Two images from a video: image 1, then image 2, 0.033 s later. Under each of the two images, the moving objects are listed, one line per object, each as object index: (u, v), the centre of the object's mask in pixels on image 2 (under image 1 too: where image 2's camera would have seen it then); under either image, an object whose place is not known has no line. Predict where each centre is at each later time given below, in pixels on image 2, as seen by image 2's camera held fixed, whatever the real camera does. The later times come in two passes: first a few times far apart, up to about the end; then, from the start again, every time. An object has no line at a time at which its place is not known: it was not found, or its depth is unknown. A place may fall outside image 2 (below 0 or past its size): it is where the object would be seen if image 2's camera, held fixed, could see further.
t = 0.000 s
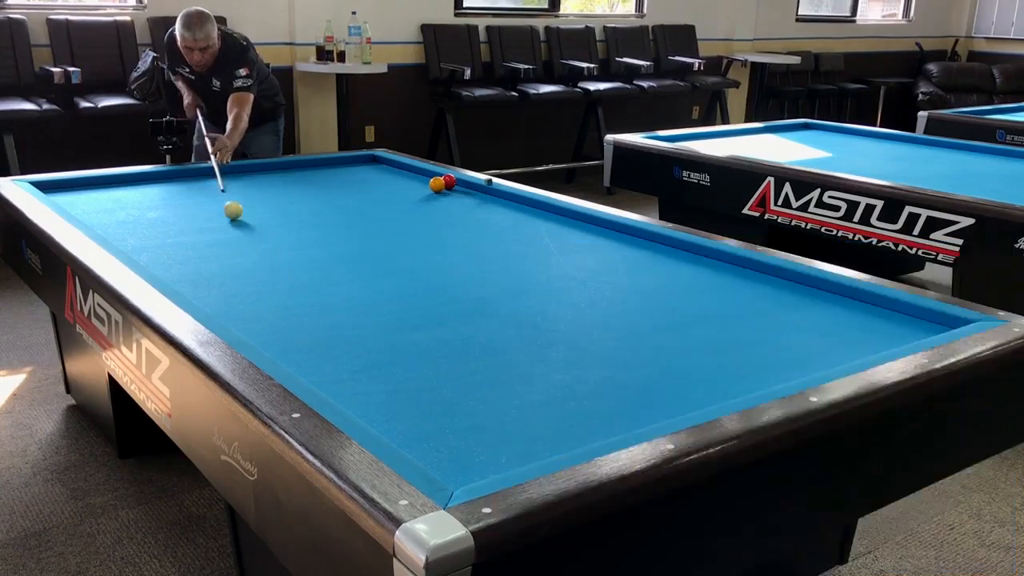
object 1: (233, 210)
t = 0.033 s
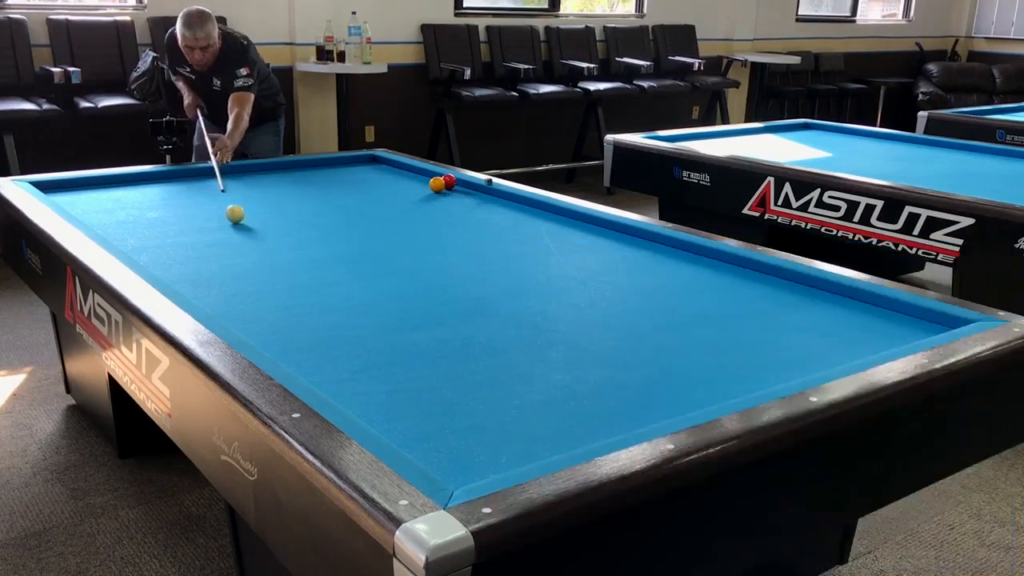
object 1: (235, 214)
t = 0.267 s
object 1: (253, 241)
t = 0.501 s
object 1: (274, 275)
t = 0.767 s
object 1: (308, 326)
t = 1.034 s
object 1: (355, 397)
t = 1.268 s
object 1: (483, 467)
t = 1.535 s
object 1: (471, 389)
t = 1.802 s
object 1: (473, 341)
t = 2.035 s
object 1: (476, 308)
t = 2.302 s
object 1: (478, 279)
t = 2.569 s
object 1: (480, 254)
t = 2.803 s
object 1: (482, 236)
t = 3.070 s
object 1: (483, 219)
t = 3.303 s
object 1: (484, 205)
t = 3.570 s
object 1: (485, 192)
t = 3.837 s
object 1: (453, 185)
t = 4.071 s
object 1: (447, 184)
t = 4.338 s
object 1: (440, 183)
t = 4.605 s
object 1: (433, 183)
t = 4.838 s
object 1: (428, 183)
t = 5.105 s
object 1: (423, 182)
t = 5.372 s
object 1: (419, 182)
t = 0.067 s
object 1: (238, 217)
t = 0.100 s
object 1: (240, 221)
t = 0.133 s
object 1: (242, 225)
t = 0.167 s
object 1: (245, 228)
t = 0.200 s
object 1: (247, 232)
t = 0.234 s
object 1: (250, 236)
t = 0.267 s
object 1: (253, 241)
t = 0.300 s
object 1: (255, 245)
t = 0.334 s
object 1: (258, 249)
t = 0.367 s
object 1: (261, 254)
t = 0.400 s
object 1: (264, 259)
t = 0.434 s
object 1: (267, 264)
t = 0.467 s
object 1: (271, 269)
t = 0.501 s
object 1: (274, 275)
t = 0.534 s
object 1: (278, 280)
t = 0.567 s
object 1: (282, 286)
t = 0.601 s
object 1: (286, 292)
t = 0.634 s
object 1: (289, 298)
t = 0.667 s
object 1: (294, 304)
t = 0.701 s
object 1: (299, 311)
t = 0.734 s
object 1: (303, 318)
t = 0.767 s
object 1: (308, 326)
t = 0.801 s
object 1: (313, 333)
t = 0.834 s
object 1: (318, 341)
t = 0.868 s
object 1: (324, 350)
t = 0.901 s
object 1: (329, 358)
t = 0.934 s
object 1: (335, 368)
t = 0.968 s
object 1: (341, 377)
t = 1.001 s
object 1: (348, 387)
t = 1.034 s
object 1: (355, 397)
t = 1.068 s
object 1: (363, 406)
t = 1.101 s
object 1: (379, 417)
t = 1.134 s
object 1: (399, 428)
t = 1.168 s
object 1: (419, 438)
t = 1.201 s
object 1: (440, 449)
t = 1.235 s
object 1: (462, 461)
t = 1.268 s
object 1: (483, 467)
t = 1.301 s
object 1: (483, 460)
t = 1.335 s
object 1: (480, 447)
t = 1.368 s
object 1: (477, 435)
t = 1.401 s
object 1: (474, 424)
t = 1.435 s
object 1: (473, 414)
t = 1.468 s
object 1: (472, 405)
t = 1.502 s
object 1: (471, 397)
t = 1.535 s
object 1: (471, 389)
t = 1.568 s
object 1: (471, 382)
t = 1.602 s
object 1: (471, 376)
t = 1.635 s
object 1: (472, 369)
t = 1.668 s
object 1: (472, 363)
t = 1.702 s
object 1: (473, 358)
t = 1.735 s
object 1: (473, 352)
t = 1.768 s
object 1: (473, 347)
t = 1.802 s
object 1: (473, 341)
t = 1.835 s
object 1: (474, 336)
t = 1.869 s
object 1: (474, 331)
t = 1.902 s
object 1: (475, 327)
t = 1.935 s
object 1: (475, 322)
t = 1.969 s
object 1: (475, 317)
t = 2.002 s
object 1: (476, 313)
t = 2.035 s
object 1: (476, 308)
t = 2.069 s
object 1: (477, 304)
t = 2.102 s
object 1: (477, 301)
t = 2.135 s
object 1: (477, 296)
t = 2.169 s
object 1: (477, 293)
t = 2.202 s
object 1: (477, 289)
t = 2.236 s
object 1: (478, 285)
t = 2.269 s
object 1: (478, 282)
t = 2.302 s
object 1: (478, 279)
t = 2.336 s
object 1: (479, 275)
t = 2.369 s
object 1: (479, 272)
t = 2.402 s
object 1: (479, 269)
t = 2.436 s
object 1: (479, 266)
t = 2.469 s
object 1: (480, 263)
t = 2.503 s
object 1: (480, 260)
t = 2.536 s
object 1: (480, 257)
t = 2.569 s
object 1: (480, 254)
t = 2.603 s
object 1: (480, 251)
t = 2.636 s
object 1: (481, 249)
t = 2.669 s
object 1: (481, 246)
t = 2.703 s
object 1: (481, 244)
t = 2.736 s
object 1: (481, 241)
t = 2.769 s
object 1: (481, 239)
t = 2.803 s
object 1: (482, 236)
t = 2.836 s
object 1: (482, 234)
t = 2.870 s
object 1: (482, 232)
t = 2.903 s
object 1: (482, 229)
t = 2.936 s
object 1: (482, 227)
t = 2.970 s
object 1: (483, 225)
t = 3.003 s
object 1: (483, 223)
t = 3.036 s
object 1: (483, 221)
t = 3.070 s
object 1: (483, 219)
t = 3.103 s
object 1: (483, 216)
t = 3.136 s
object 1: (483, 215)
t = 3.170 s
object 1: (483, 213)
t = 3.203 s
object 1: (483, 211)
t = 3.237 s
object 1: (483, 209)
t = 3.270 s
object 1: (484, 207)
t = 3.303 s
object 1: (484, 205)
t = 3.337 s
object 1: (484, 204)
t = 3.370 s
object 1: (484, 202)
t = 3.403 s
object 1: (484, 200)
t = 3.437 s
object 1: (484, 199)
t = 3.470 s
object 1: (484, 197)
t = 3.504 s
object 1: (484, 196)
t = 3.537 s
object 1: (485, 194)
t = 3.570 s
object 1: (485, 192)
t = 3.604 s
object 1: (484, 191)
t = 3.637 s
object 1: (485, 189)
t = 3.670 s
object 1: (480, 188)
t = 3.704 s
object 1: (474, 188)
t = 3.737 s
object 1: (468, 187)
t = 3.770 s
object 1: (463, 187)
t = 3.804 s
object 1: (458, 186)
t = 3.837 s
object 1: (453, 185)
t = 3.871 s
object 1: (452, 185)
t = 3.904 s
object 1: (452, 185)
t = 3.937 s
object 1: (451, 184)
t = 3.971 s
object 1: (450, 184)
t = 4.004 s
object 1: (449, 184)
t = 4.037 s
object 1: (448, 184)
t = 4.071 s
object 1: (447, 184)
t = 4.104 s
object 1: (446, 184)
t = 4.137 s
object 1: (445, 184)
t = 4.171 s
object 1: (444, 184)
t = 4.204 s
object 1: (443, 184)
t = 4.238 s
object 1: (442, 184)
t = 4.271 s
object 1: (441, 183)
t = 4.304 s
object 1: (441, 183)
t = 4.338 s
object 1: (440, 183)
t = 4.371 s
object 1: (438, 183)
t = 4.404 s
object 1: (437, 184)
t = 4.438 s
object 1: (437, 183)
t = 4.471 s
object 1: (436, 183)
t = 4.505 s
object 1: (435, 183)
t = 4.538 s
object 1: (434, 183)
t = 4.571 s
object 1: (433, 183)
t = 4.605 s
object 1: (433, 183)
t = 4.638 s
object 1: (432, 183)
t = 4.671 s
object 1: (431, 183)
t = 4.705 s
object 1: (431, 183)
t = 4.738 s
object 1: (430, 183)
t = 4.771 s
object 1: (429, 183)
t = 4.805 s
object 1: (429, 183)
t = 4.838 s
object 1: (428, 183)
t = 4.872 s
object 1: (427, 183)
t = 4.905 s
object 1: (426, 183)
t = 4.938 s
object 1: (426, 183)
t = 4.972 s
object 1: (425, 183)
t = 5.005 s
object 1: (425, 182)
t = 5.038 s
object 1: (424, 182)
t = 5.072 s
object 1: (423, 182)
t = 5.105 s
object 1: (423, 182)
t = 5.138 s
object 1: (422, 182)
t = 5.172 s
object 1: (422, 182)
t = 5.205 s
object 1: (421, 182)
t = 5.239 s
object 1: (421, 182)
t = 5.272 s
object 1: (420, 182)
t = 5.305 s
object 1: (420, 182)
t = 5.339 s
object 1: (419, 182)
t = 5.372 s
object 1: (419, 182)
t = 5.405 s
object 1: (418, 182)
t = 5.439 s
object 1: (418, 182)
